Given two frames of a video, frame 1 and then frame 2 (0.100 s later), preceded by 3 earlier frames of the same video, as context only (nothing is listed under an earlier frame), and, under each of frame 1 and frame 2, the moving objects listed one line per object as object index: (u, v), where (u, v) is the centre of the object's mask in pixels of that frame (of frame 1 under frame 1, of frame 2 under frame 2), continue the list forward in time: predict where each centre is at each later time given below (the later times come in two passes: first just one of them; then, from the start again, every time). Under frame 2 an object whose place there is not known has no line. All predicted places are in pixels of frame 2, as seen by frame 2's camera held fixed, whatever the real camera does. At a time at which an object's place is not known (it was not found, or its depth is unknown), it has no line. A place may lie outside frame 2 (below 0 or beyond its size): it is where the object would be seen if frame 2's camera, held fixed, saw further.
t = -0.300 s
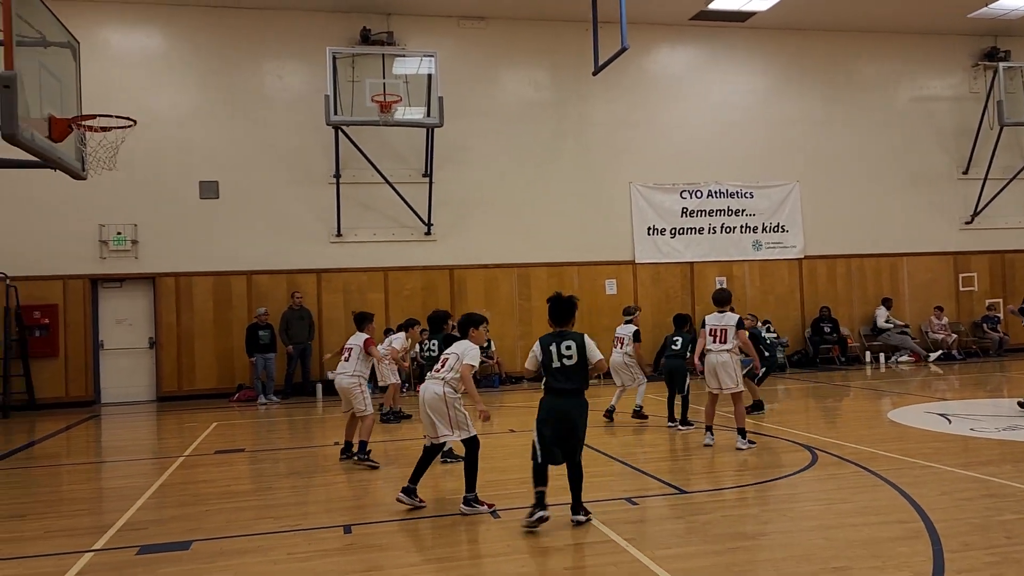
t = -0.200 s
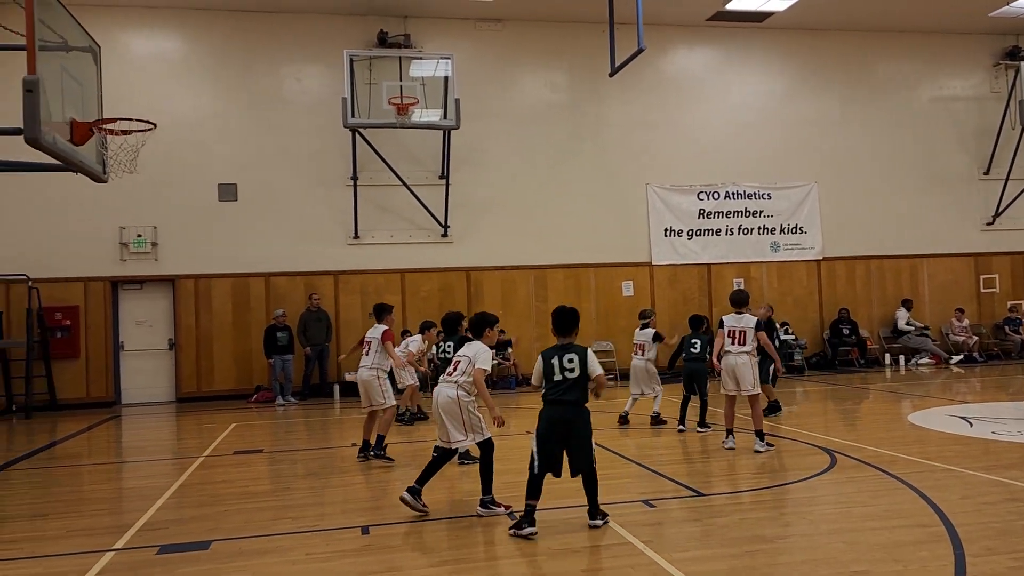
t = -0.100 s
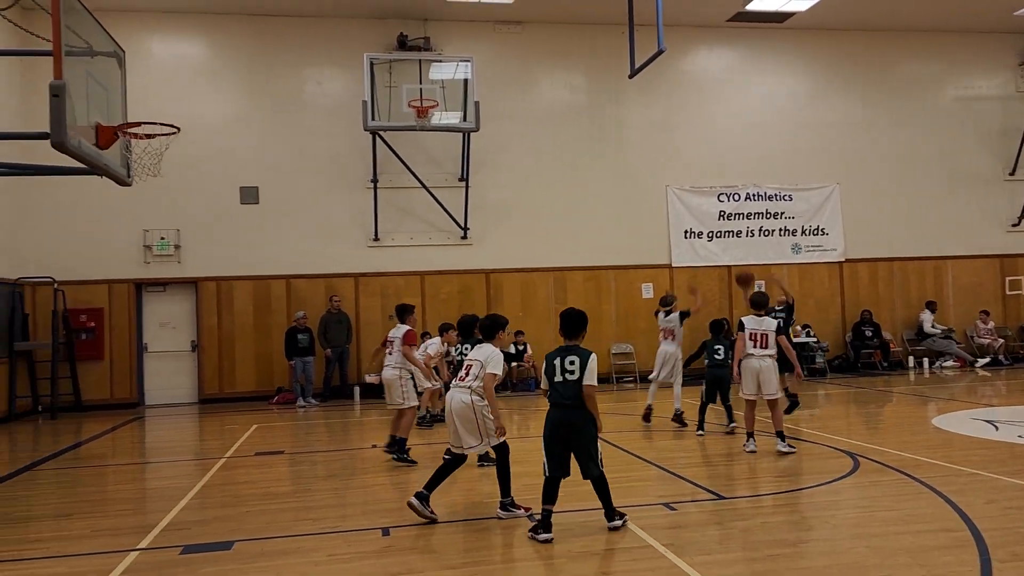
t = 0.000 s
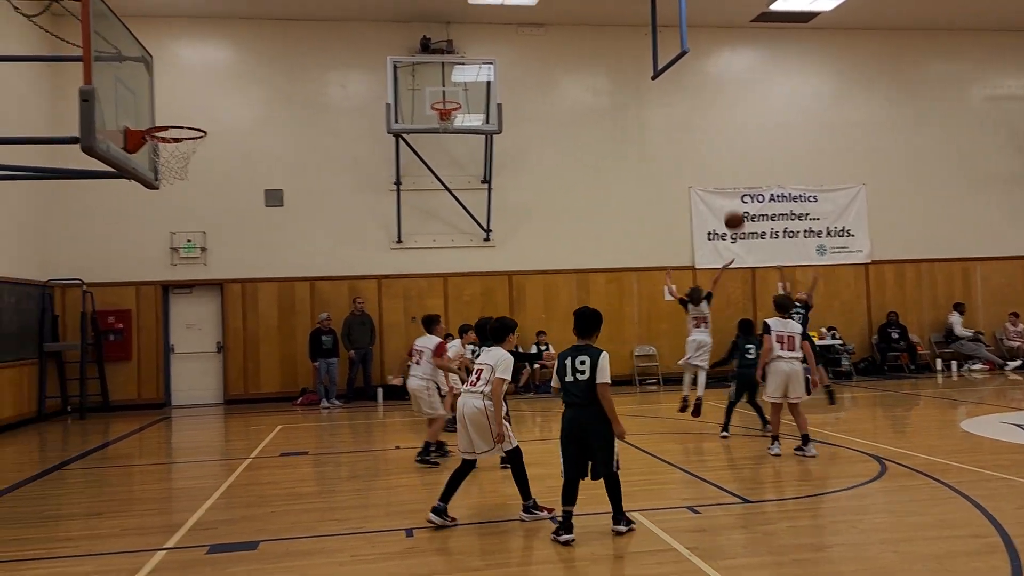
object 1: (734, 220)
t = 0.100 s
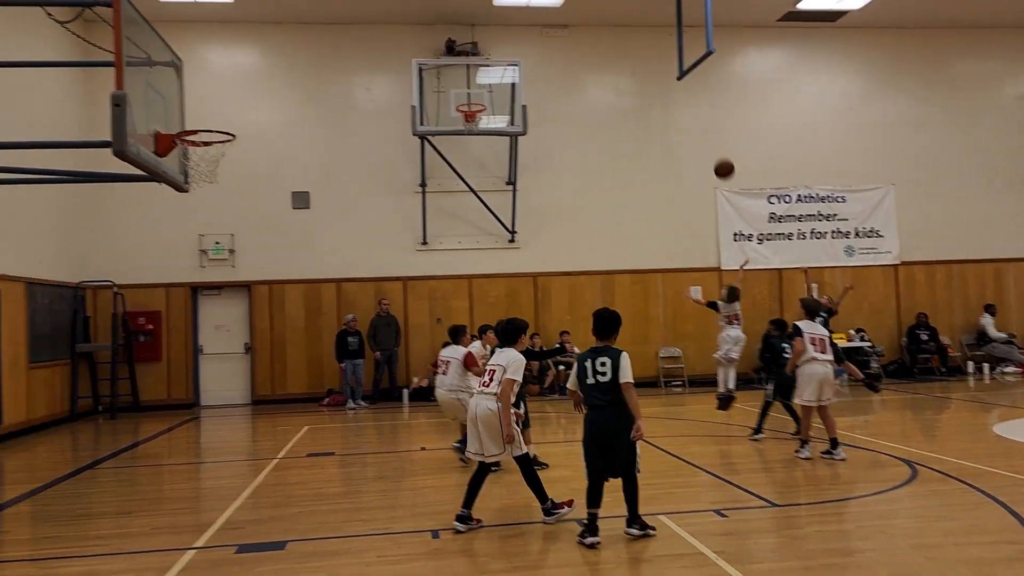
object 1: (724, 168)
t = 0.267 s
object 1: (660, 97)
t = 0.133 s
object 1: (711, 153)
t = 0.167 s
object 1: (699, 138)
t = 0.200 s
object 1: (686, 123)
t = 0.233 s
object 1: (672, 110)
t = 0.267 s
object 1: (660, 97)
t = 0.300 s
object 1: (647, 85)
